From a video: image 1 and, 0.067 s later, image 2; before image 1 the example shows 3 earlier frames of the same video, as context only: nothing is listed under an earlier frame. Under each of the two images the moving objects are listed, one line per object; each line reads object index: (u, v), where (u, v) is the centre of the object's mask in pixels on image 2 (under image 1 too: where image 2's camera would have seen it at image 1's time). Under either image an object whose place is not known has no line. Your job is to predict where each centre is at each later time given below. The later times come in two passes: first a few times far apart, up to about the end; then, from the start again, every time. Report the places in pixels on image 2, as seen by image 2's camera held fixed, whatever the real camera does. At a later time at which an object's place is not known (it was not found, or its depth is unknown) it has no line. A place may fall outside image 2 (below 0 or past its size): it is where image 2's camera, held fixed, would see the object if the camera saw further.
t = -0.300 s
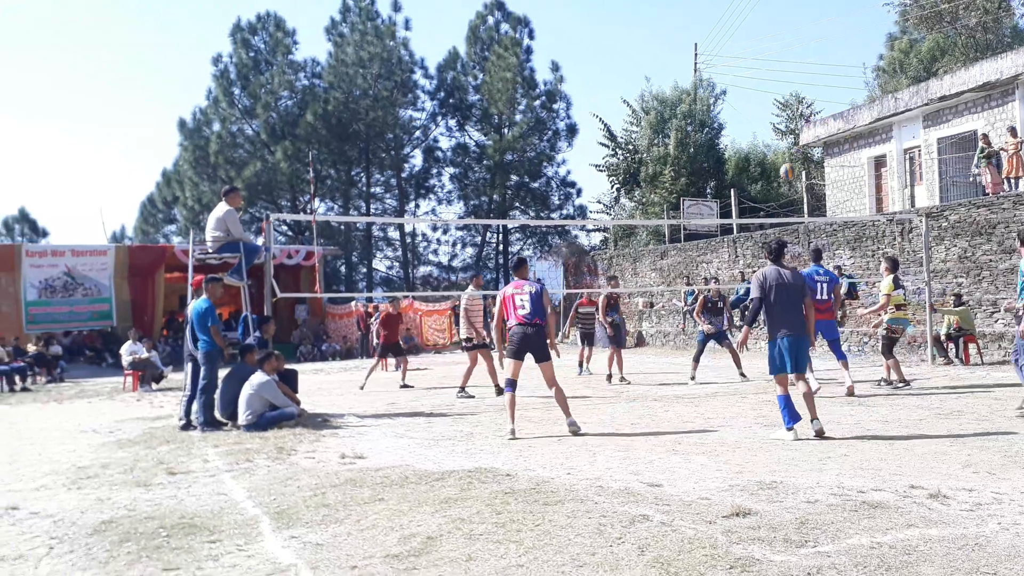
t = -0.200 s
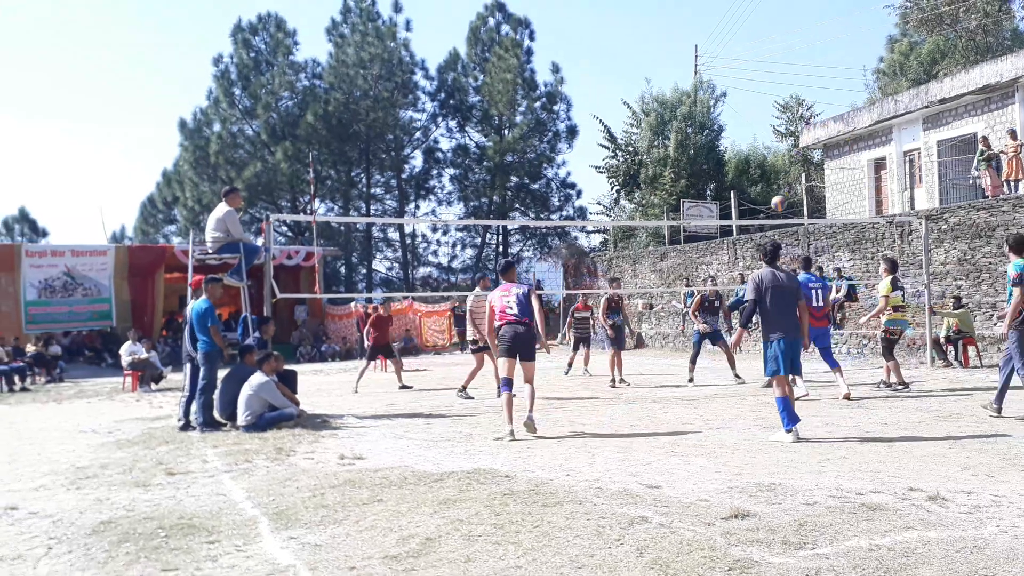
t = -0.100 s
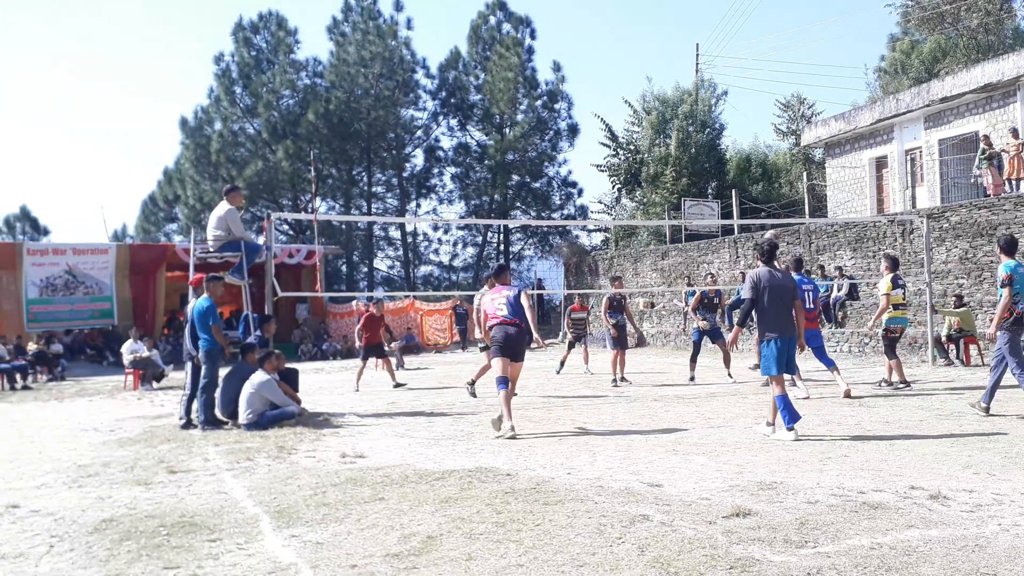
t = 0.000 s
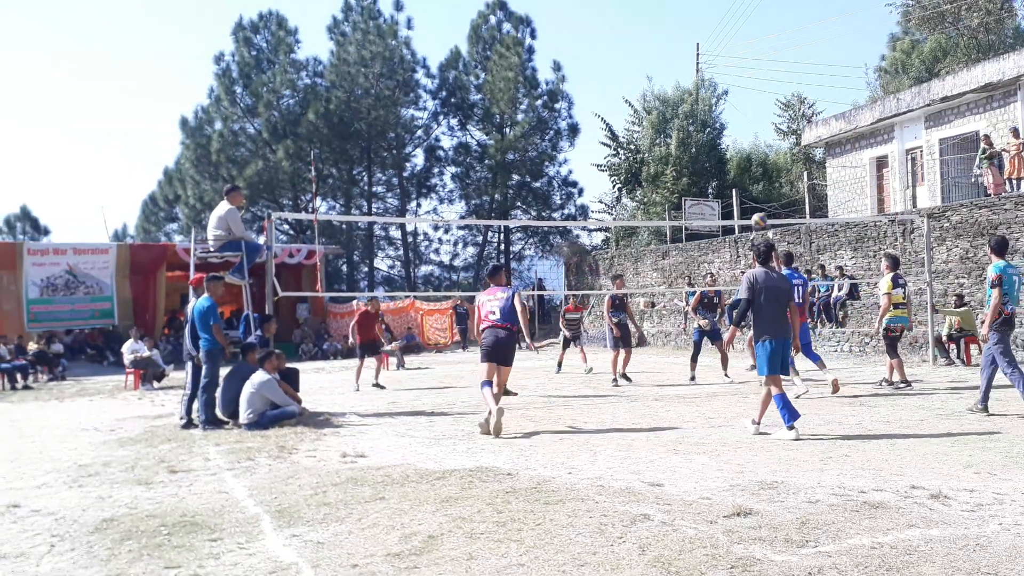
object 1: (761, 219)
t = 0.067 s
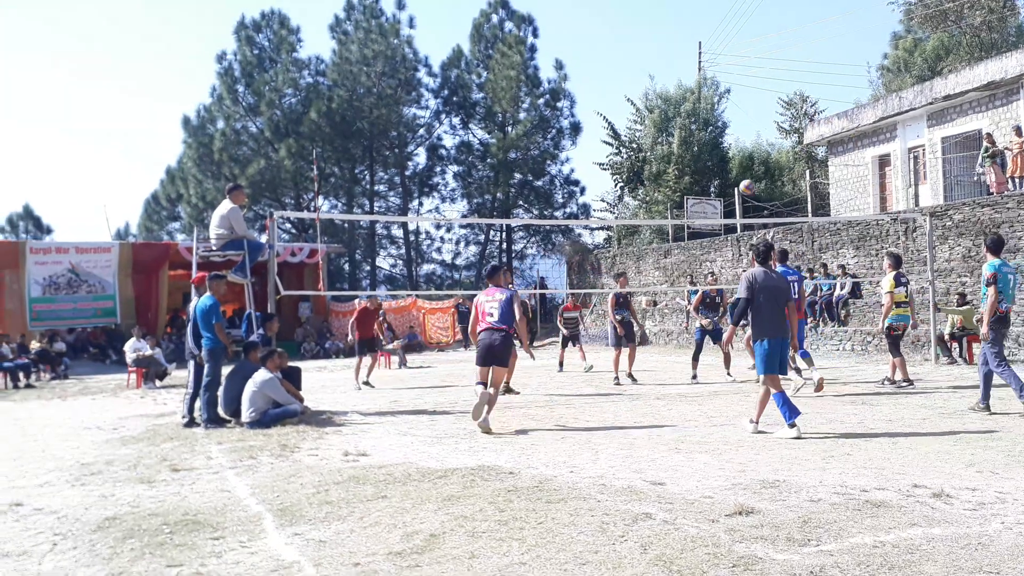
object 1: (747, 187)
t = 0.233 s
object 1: (712, 120)
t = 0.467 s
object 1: (663, 58)
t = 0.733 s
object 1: (606, 34)
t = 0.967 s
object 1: (556, 57)
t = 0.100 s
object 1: (740, 172)
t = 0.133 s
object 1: (733, 159)
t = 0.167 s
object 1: (725, 144)
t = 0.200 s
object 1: (718, 132)
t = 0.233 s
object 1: (712, 120)
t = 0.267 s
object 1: (705, 109)
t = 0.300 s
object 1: (697, 98)
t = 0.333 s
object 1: (692, 88)
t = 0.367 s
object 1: (685, 80)
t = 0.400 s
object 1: (677, 72)
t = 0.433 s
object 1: (670, 65)
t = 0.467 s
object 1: (663, 58)
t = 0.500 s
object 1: (656, 52)
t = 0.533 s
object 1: (649, 48)
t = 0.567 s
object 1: (642, 43)
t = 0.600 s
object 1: (634, 40)
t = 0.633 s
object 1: (627, 37)
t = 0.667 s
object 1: (620, 36)
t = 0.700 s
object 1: (613, 34)
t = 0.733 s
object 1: (606, 34)
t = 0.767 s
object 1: (599, 35)
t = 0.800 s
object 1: (592, 36)
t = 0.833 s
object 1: (585, 38)
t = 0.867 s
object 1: (577, 41)
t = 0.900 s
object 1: (570, 46)
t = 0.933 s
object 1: (563, 51)
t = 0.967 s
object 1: (556, 57)
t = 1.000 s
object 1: (550, 63)
